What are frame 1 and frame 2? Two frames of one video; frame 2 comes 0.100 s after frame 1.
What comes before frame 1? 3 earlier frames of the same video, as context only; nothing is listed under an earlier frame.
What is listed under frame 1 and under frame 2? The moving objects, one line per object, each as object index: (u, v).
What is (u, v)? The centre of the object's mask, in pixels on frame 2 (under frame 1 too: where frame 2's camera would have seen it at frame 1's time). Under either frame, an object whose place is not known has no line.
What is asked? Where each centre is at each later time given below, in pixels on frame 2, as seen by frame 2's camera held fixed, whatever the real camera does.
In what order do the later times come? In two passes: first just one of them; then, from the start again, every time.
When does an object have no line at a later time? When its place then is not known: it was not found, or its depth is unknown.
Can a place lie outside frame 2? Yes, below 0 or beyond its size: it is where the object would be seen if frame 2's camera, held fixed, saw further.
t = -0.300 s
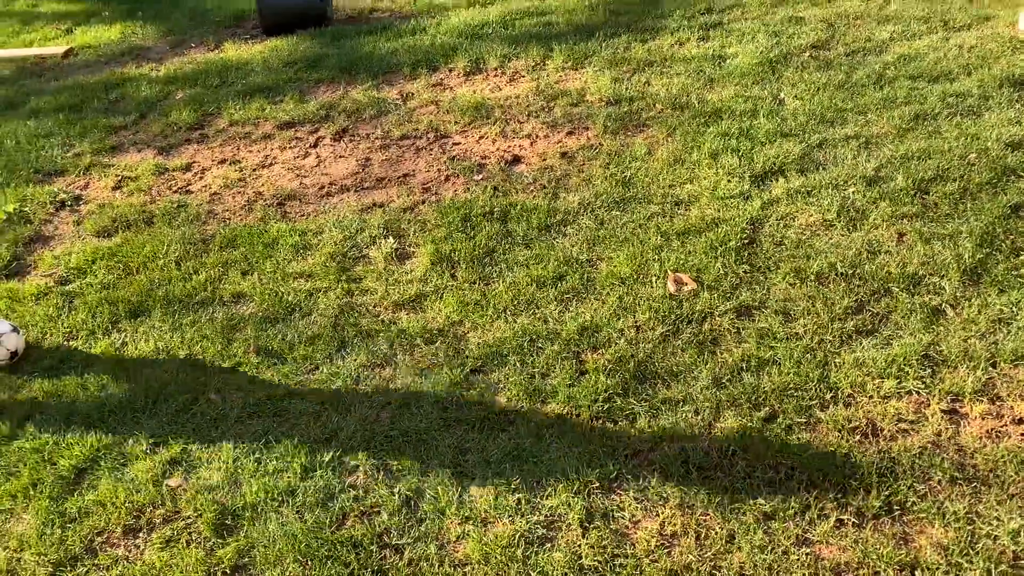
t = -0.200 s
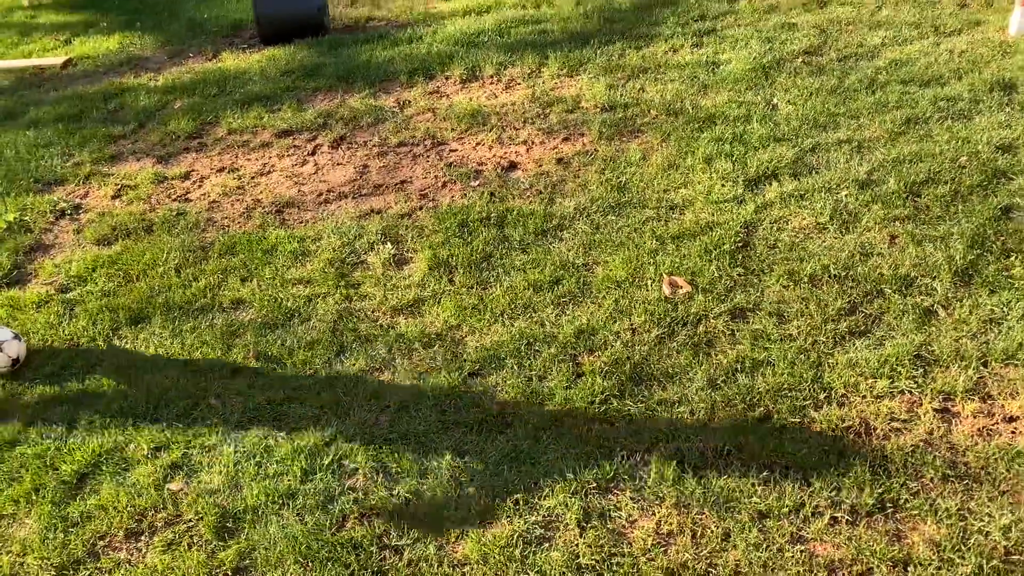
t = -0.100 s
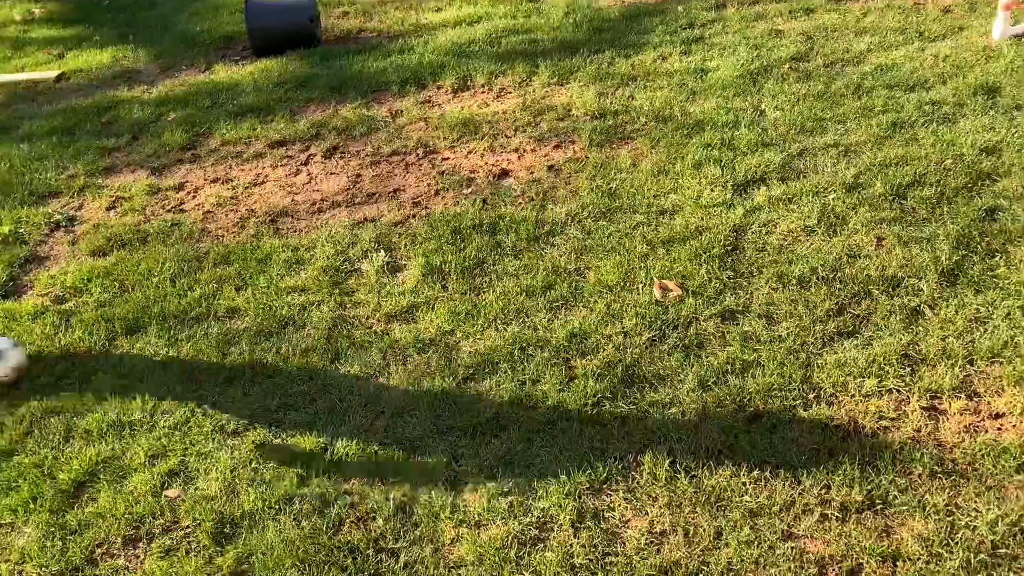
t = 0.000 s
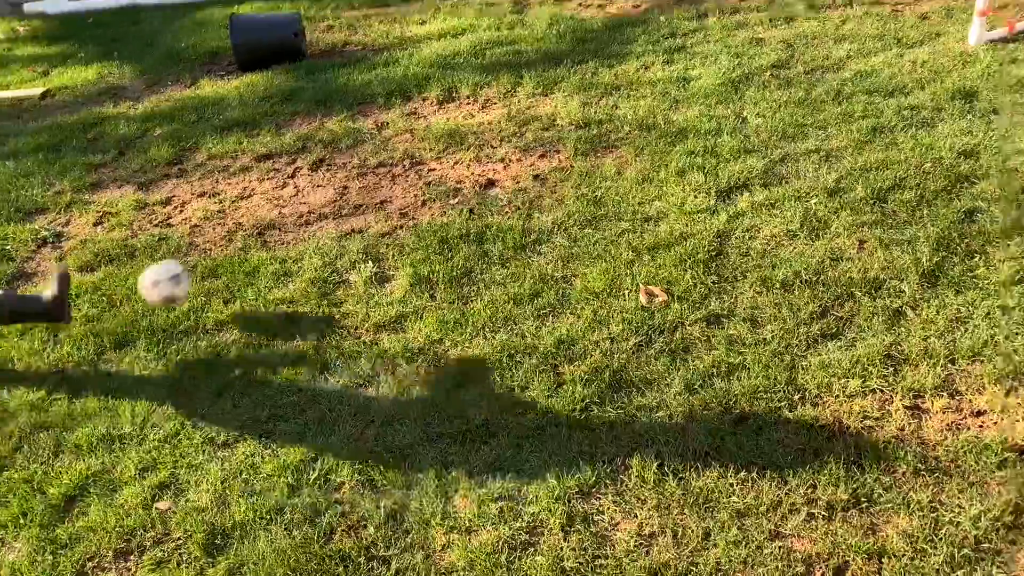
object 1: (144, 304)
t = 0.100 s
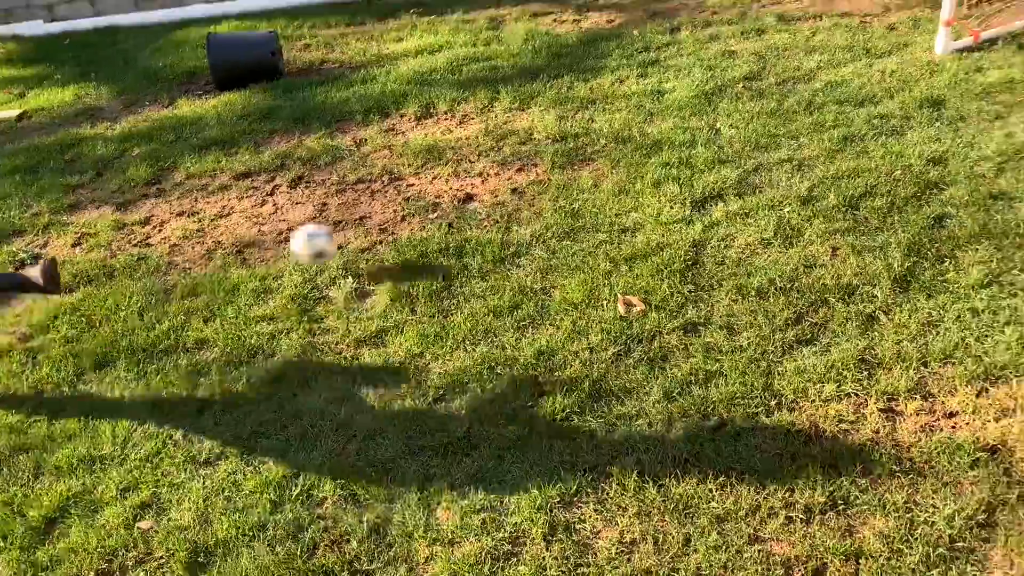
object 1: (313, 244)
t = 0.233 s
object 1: (468, 194)
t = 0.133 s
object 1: (364, 233)
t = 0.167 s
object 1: (413, 224)
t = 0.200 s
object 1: (442, 207)
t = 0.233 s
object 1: (468, 194)
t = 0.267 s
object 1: (495, 185)
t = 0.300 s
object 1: (522, 176)
